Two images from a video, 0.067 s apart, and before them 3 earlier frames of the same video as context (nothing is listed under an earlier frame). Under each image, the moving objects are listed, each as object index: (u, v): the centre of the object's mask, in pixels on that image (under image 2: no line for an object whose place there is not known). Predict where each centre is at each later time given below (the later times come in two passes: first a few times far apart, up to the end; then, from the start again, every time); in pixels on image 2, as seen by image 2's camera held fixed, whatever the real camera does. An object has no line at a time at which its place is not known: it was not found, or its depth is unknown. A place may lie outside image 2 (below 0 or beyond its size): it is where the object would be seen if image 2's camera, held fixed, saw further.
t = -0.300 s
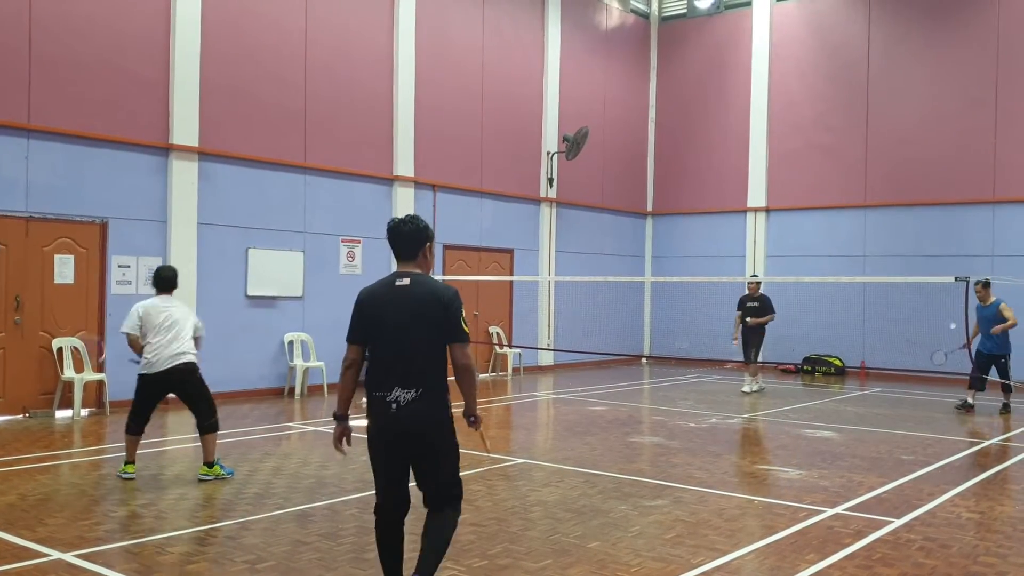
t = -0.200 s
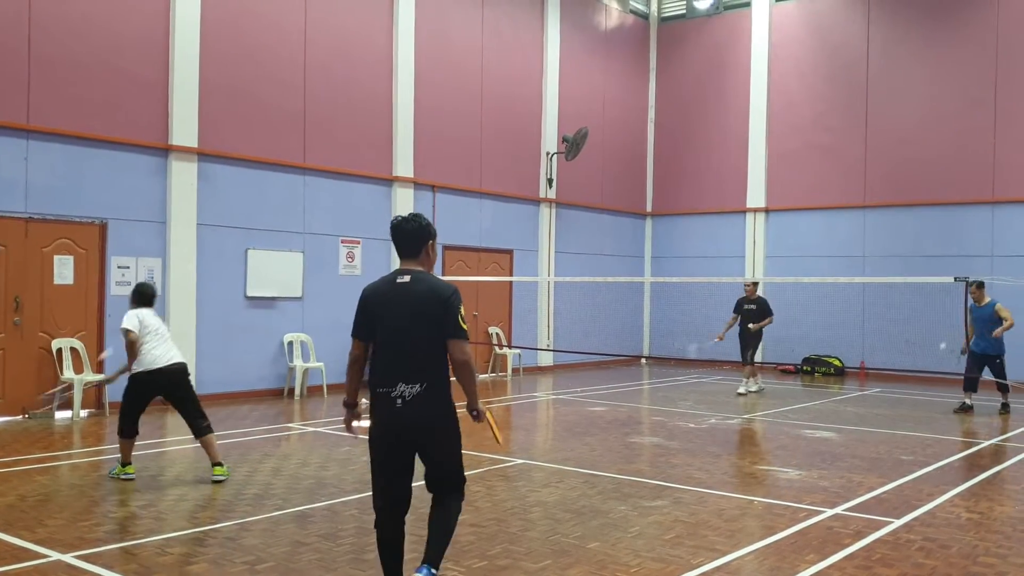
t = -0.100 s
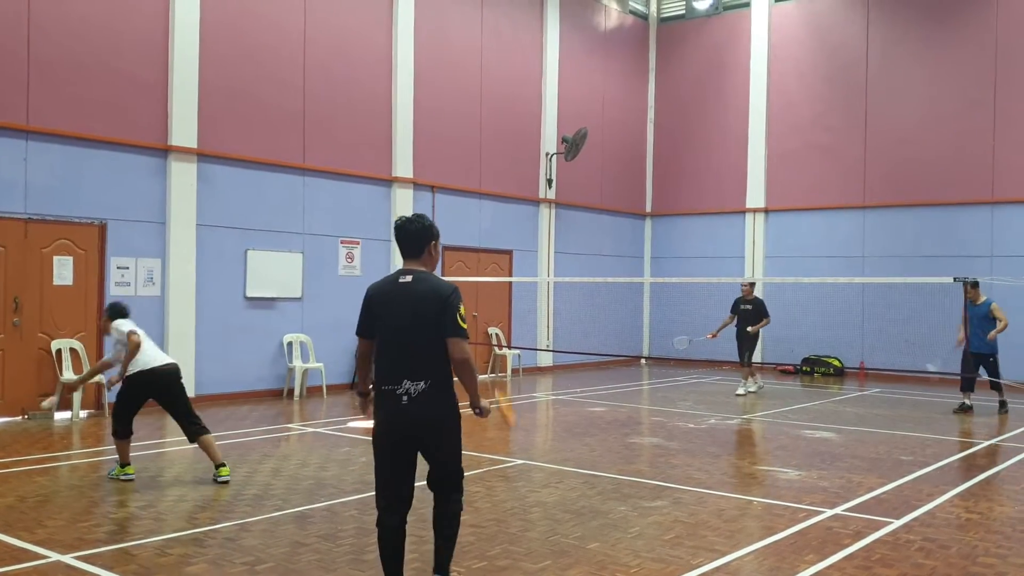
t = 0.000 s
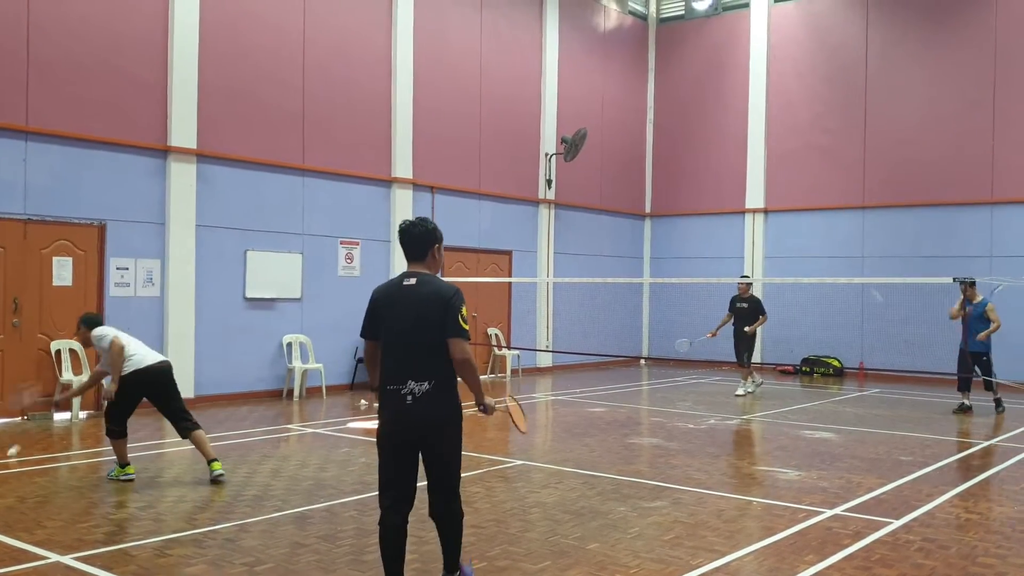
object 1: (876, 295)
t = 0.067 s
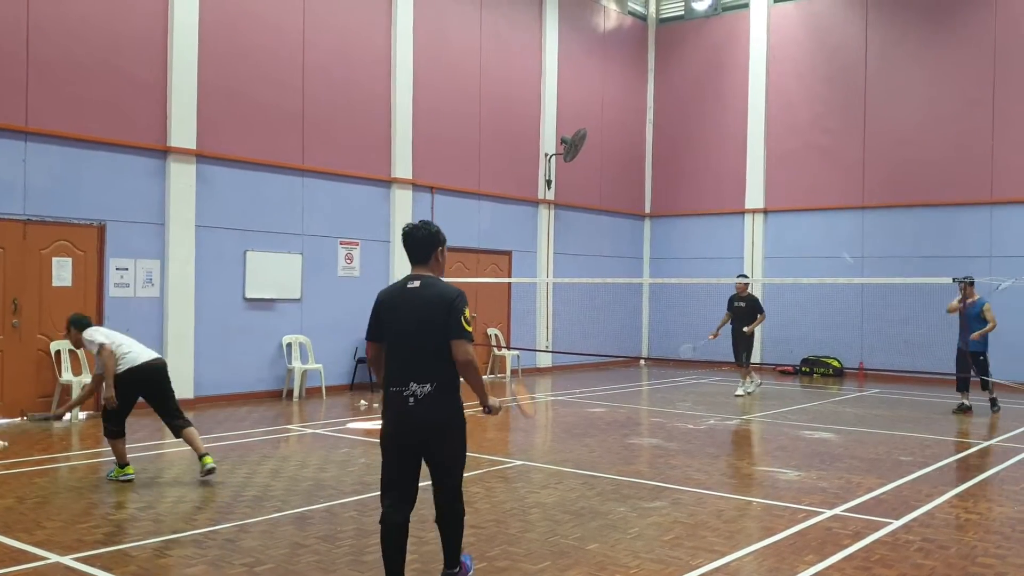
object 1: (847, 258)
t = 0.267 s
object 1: (766, 182)
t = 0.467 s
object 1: (680, 157)
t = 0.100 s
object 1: (833, 241)
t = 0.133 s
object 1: (820, 226)
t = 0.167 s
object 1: (804, 212)
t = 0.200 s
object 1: (790, 201)
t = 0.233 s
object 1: (776, 190)
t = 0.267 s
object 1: (766, 182)
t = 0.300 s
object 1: (748, 173)
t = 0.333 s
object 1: (736, 167)
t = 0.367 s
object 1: (722, 162)
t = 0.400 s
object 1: (708, 159)
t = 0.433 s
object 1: (694, 157)
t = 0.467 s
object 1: (680, 157)
